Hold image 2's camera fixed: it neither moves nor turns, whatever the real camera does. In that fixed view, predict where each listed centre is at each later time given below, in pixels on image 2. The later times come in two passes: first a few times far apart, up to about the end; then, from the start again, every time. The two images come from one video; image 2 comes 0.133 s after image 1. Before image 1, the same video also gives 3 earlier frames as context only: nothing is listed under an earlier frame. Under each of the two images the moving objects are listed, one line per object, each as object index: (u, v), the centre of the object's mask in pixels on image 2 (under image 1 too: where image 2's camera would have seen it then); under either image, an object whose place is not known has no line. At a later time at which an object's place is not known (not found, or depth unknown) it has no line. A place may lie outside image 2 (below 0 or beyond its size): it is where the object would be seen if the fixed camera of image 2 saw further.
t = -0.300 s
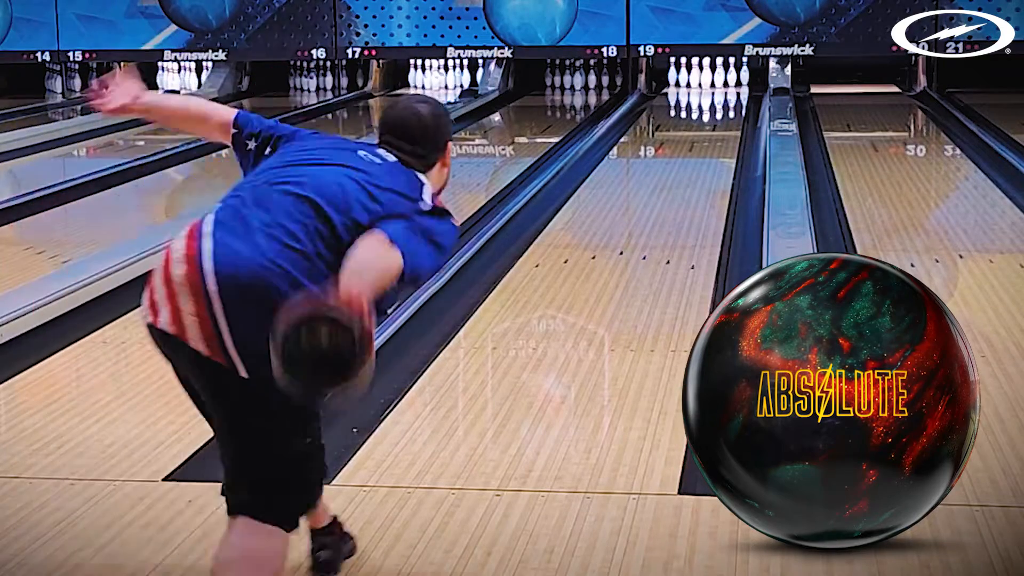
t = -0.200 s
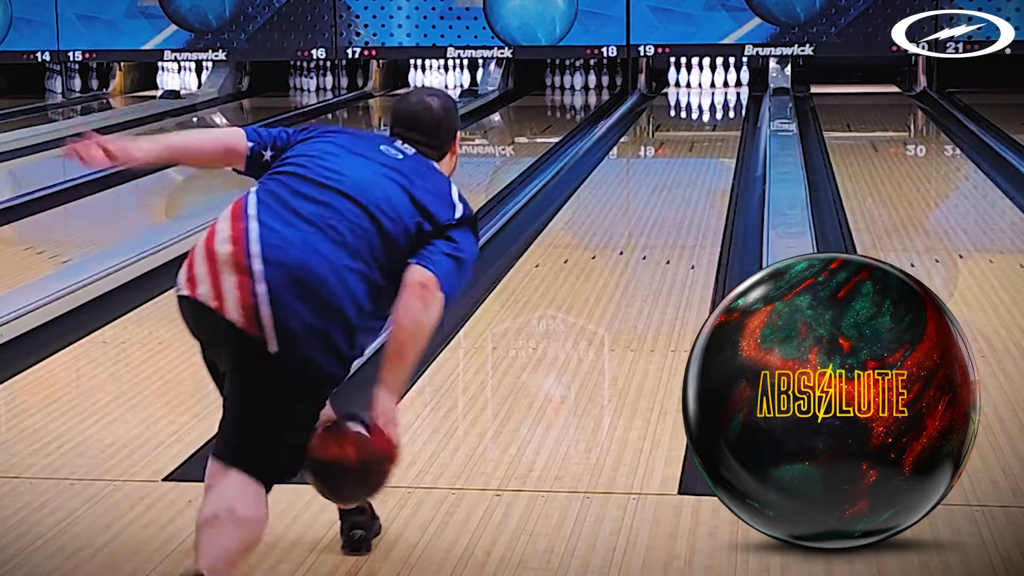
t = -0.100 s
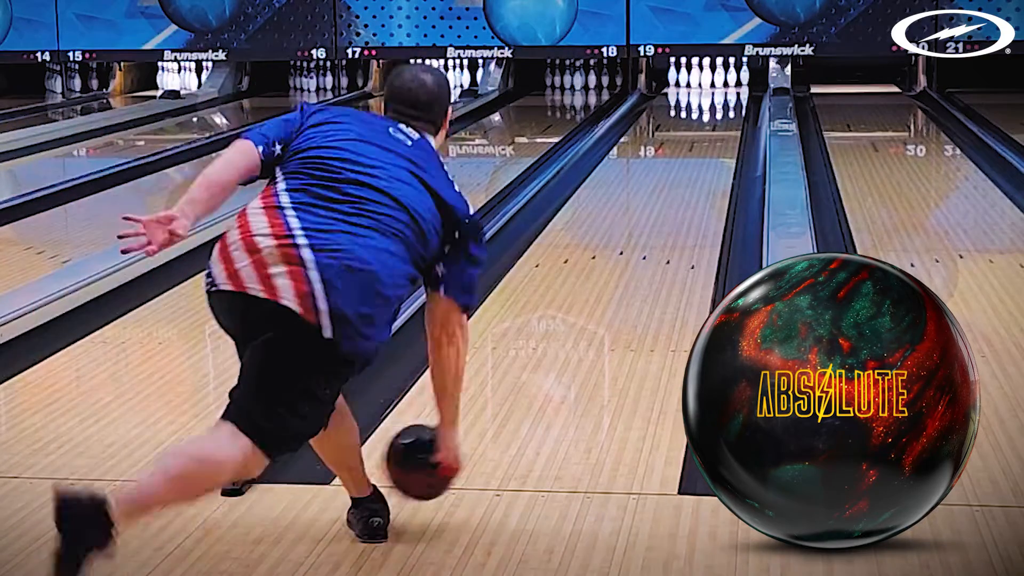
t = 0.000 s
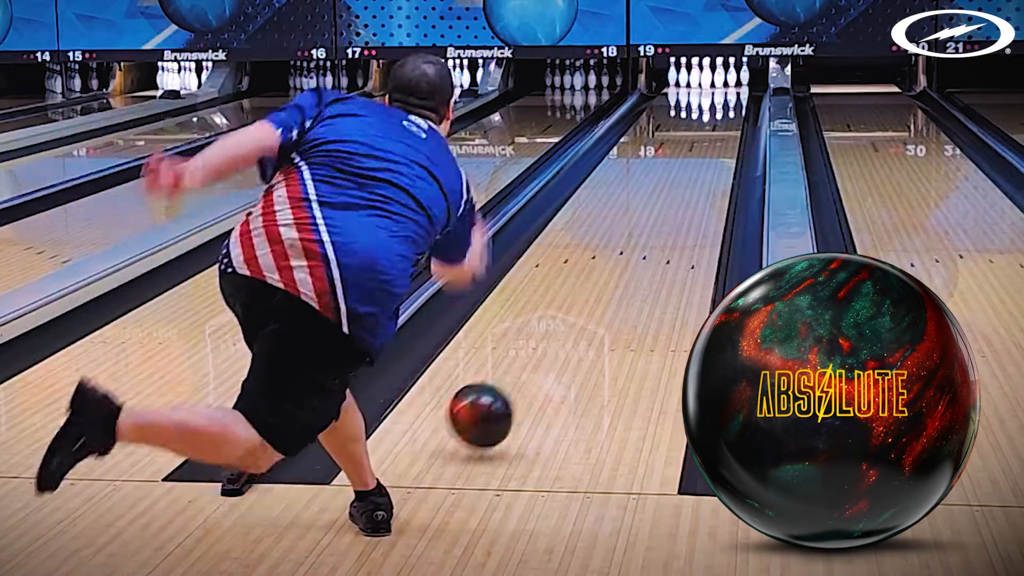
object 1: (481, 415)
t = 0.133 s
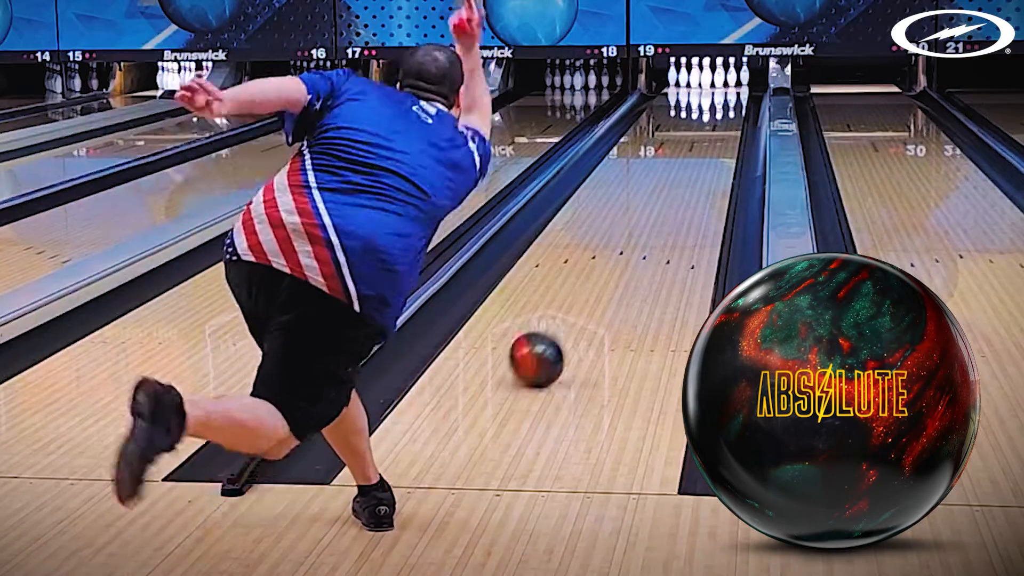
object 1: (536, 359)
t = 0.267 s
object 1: (578, 309)
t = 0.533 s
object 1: (634, 238)
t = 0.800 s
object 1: (671, 190)
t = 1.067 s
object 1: (696, 158)
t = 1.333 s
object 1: (713, 133)
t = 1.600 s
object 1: (725, 115)
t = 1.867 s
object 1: (729, 100)
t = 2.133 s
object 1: (725, 89)
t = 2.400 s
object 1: (717, 81)
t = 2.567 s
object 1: (720, 77)
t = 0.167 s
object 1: (548, 346)
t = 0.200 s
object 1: (558, 332)
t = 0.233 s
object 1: (568, 320)
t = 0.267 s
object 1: (578, 309)
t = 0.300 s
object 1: (586, 297)
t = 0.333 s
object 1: (594, 287)
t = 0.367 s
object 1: (602, 278)
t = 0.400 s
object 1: (609, 268)
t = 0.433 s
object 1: (616, 260)
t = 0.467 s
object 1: (622, 252)
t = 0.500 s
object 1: (628, 244)
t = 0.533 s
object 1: (634, 238)
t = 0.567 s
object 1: (640, 231)
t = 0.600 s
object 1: (645, 224)
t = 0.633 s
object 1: (650, 218)
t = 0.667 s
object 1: (654, 212)
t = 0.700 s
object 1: (659, 206)
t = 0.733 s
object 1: (663, 201)
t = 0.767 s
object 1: (667, 195)
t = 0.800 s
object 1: (671, 190)
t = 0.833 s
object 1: (674, 186)
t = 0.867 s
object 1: (678, 181)
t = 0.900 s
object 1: (681, 177)
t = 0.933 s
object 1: (684, 173)
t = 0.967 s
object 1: (687, 169)
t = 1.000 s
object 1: (690, 165)
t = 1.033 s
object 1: (693, 161)
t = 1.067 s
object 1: (696, 158)
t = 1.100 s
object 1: (698, 154)
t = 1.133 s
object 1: (701, 151)
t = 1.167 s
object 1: (703, 148)
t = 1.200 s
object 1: (705, 145)
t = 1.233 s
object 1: (707, 142)
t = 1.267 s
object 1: (709, 139)
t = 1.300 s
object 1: (711, 136)
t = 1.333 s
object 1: (713, 133)
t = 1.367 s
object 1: (715, 131)
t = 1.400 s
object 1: (716, 129)
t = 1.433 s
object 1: (718, 126)
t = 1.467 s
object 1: (719, 124)
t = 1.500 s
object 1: (721, 121)
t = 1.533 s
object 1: (722, 119)
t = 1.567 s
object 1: (723, 117)
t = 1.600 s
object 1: (725, 115)
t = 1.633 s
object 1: (726, 113)
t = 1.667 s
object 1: (726, 111)
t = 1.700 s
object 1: (727, 109)
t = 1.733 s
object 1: (727, 107)
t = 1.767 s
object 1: (728, 105)
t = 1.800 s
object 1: (729, 104)
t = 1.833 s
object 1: (729, 102)
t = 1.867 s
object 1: (729, 100)
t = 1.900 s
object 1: (729, 99)
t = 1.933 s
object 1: (729, 97)
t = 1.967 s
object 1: (729, 96)
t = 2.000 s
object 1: (728, 94)
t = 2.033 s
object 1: (727, 93)
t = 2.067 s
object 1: (727, 91)
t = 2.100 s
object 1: (726, 90)
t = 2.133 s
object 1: (725, 89)
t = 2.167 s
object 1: (724, 88)
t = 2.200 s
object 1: (723, 87)
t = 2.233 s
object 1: (721, 86)
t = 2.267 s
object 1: (720, 84)
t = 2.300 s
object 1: (718, 83)
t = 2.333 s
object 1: (717, 82)
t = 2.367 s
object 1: (717, 81)
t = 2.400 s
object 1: (717, 81)
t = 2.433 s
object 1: (718, 80)
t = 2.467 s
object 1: (718, 79)
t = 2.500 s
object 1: (720, 77)
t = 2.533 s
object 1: (720, 77)
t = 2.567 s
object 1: (720, 77)
